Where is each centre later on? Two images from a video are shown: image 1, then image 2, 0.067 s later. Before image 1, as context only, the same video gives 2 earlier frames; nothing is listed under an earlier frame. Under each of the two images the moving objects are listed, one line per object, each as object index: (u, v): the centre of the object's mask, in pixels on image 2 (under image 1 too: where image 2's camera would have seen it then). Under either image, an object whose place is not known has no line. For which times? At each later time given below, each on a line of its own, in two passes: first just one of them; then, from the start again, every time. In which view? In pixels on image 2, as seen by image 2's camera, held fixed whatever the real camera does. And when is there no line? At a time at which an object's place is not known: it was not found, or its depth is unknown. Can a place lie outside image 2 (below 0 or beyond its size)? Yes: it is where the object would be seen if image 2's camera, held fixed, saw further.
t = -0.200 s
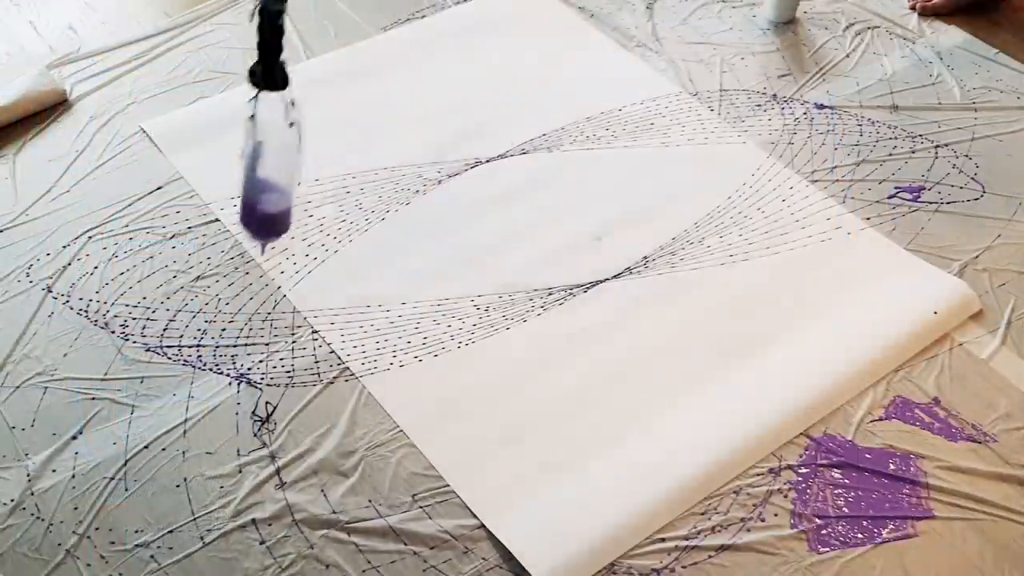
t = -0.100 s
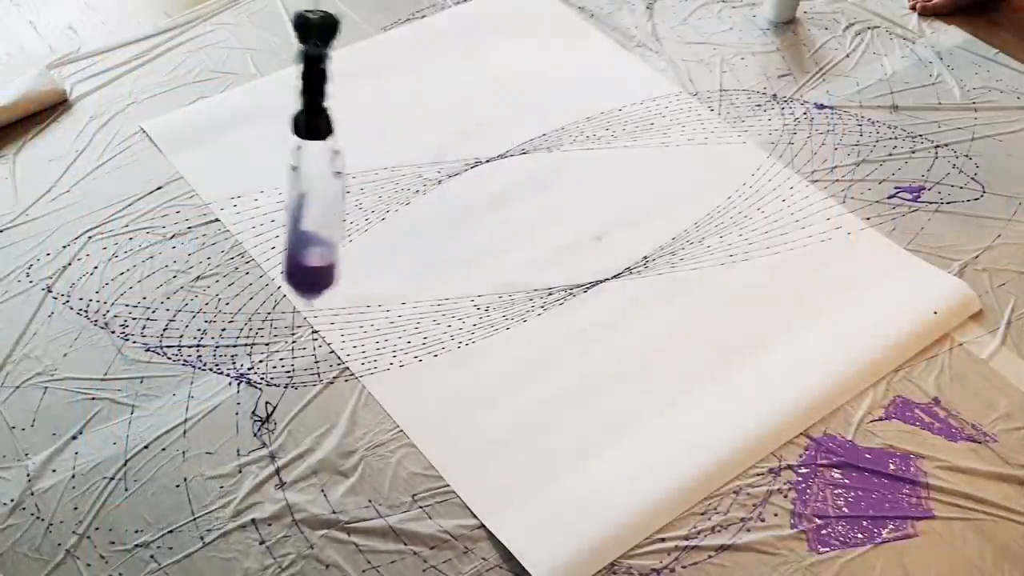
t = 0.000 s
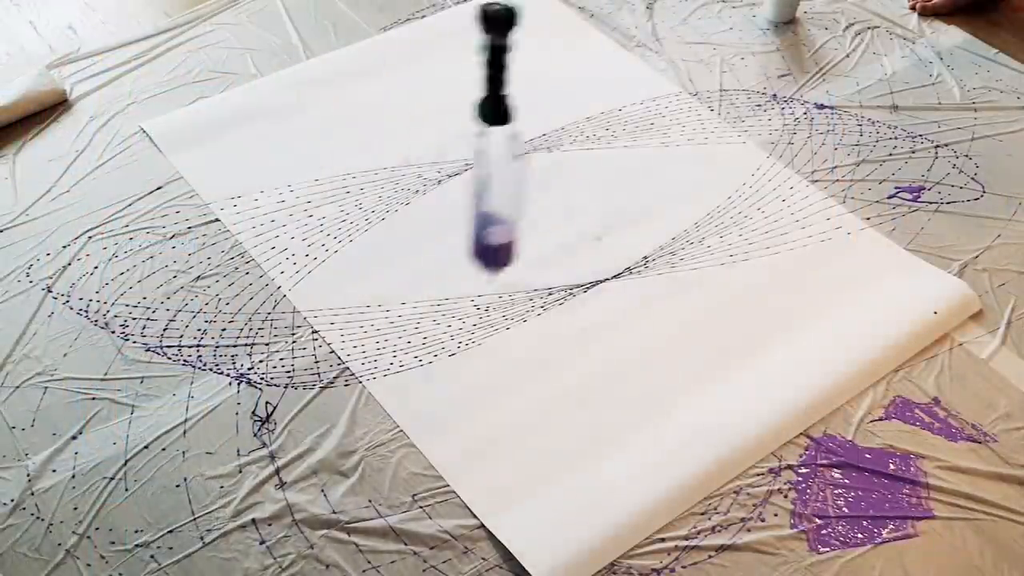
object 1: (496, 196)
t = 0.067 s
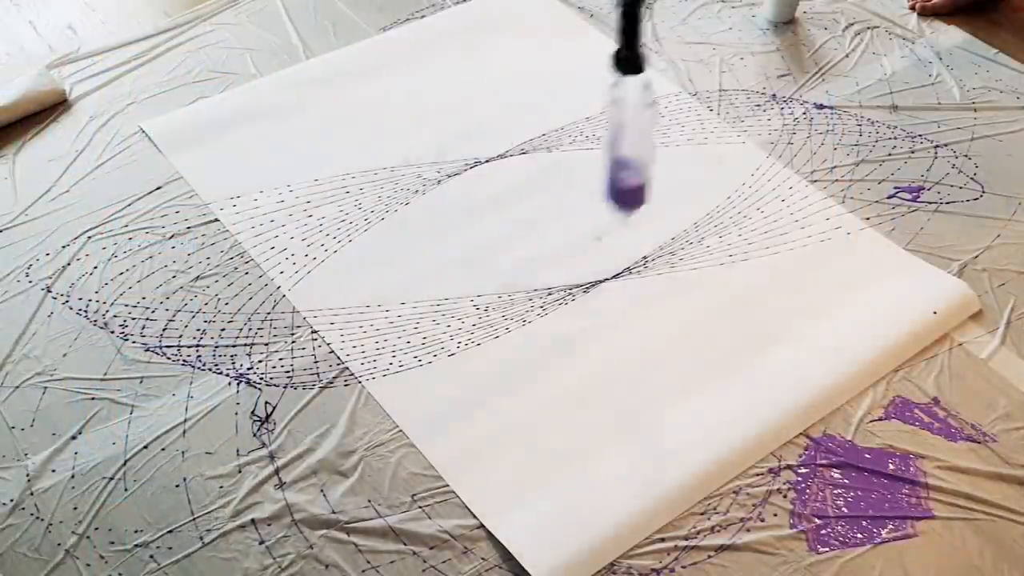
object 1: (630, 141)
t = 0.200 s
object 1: (776, 32)
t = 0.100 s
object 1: (692, 102)
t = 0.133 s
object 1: (729, 73)
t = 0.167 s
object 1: (764, 45)
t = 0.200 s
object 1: (776, 32)
